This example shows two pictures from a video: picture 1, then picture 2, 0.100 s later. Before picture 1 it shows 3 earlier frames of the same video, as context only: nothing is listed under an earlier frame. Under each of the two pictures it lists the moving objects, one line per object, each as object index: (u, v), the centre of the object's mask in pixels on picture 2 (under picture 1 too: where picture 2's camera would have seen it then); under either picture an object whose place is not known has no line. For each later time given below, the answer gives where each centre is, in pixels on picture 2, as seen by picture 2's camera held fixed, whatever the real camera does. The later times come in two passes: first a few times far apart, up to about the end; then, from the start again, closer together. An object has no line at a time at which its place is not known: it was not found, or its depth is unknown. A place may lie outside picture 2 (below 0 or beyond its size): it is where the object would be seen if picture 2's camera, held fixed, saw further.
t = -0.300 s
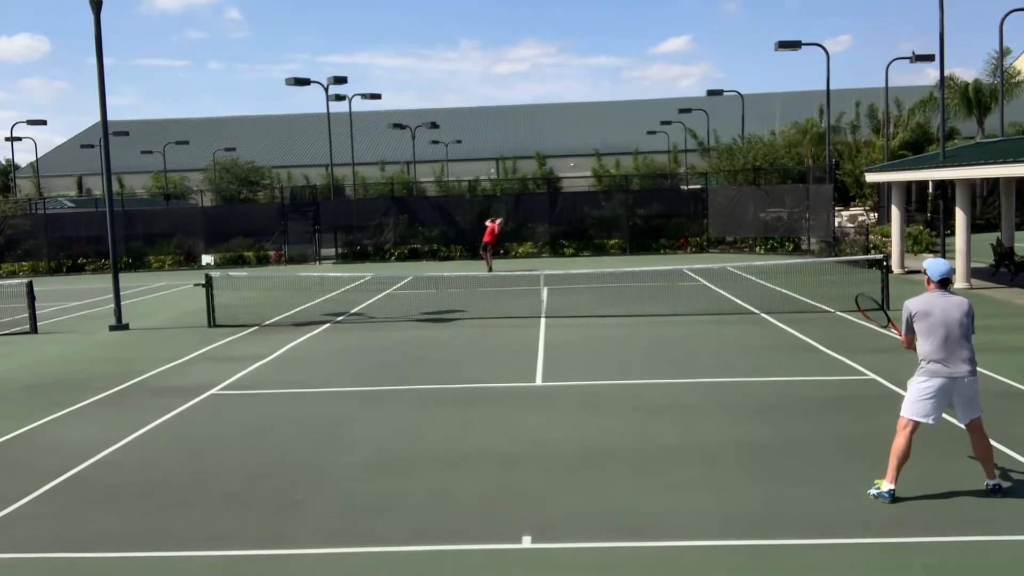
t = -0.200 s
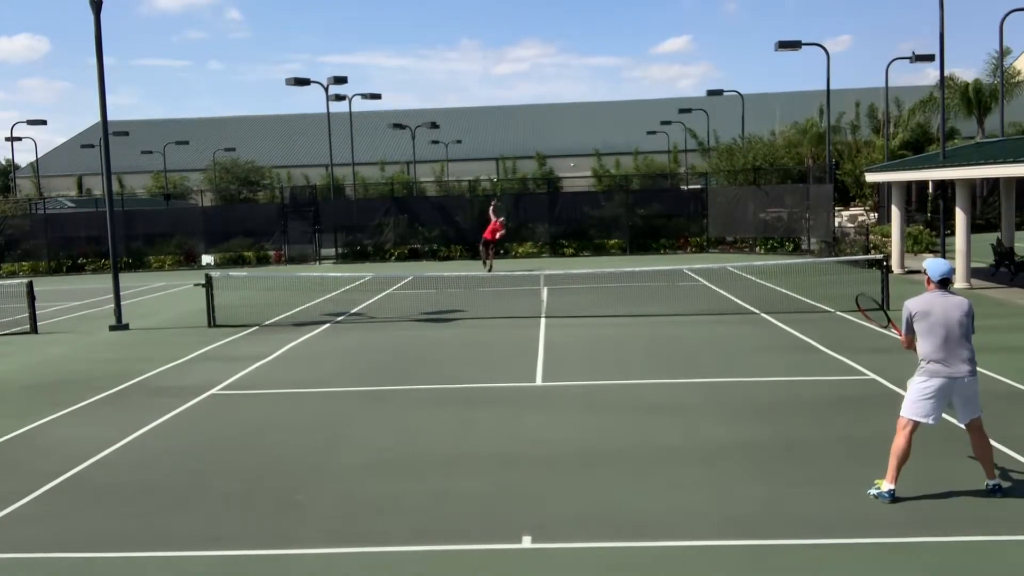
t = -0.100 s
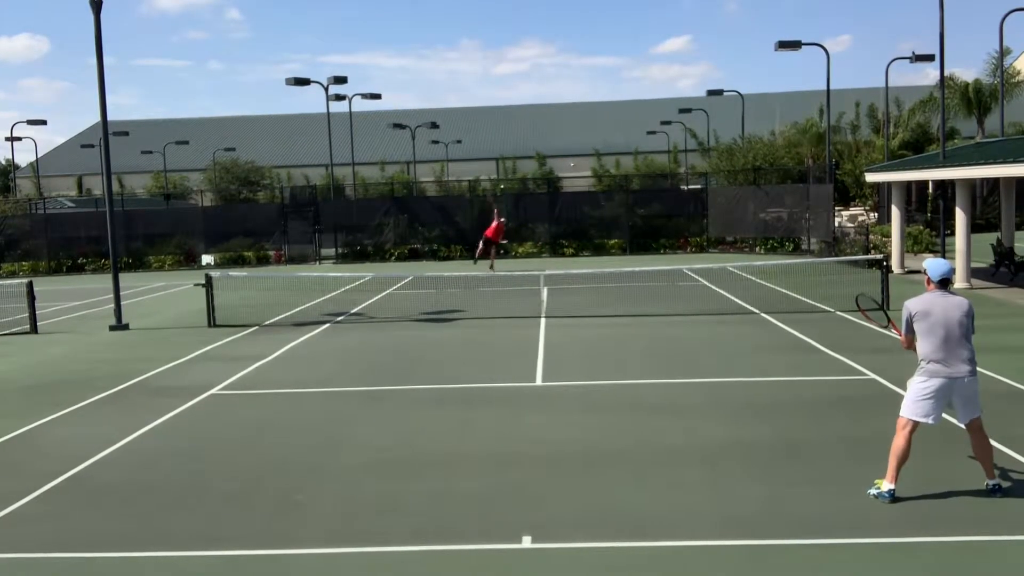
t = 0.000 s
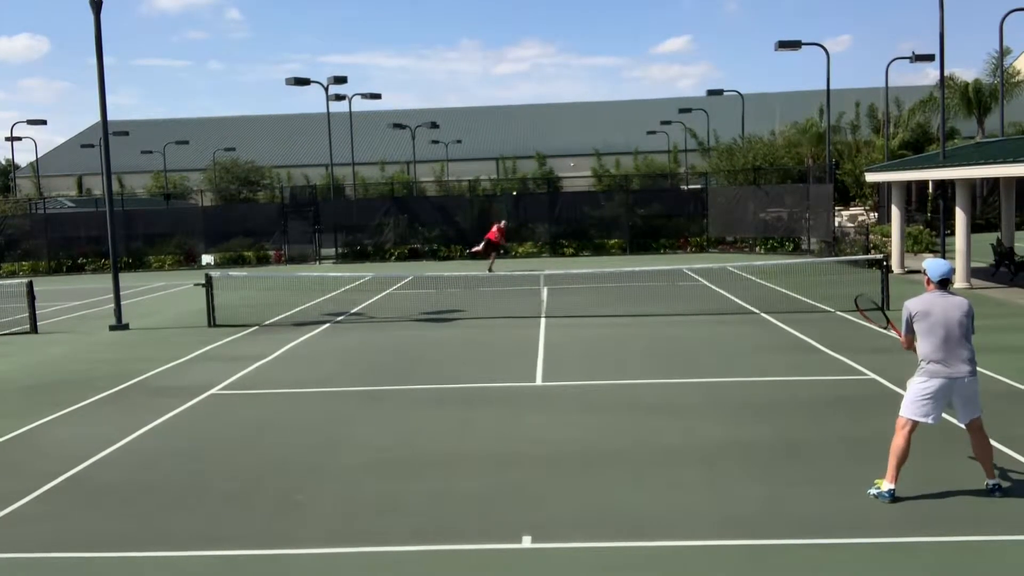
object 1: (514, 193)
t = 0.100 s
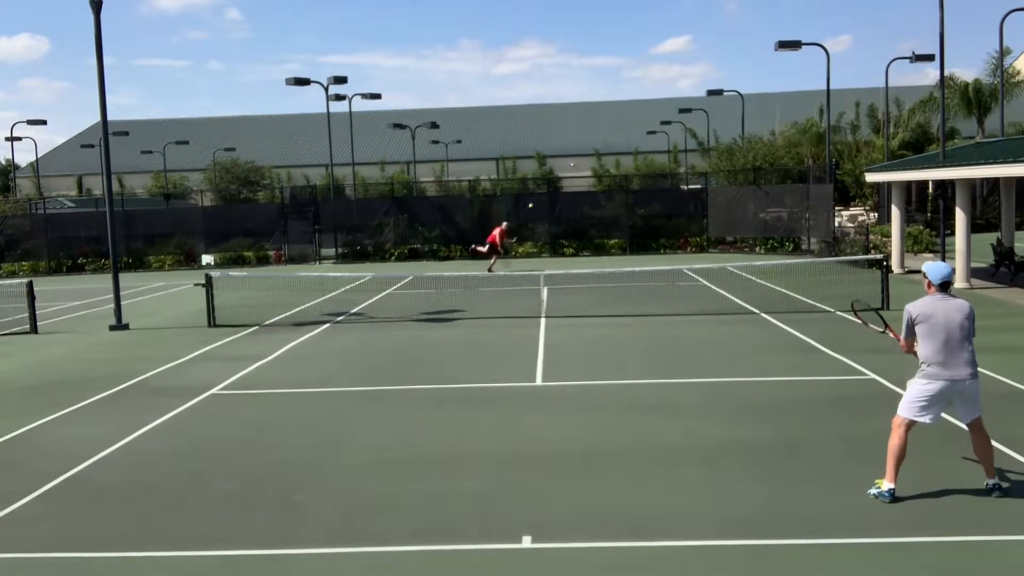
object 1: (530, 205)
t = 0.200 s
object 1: (550, 224)
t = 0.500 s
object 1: (649, 355)
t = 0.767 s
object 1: (758, 309)
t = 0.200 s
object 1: (550, 224)
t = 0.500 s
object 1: (649, 355)
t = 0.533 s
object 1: (661, 357)
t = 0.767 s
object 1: (758, 309)
